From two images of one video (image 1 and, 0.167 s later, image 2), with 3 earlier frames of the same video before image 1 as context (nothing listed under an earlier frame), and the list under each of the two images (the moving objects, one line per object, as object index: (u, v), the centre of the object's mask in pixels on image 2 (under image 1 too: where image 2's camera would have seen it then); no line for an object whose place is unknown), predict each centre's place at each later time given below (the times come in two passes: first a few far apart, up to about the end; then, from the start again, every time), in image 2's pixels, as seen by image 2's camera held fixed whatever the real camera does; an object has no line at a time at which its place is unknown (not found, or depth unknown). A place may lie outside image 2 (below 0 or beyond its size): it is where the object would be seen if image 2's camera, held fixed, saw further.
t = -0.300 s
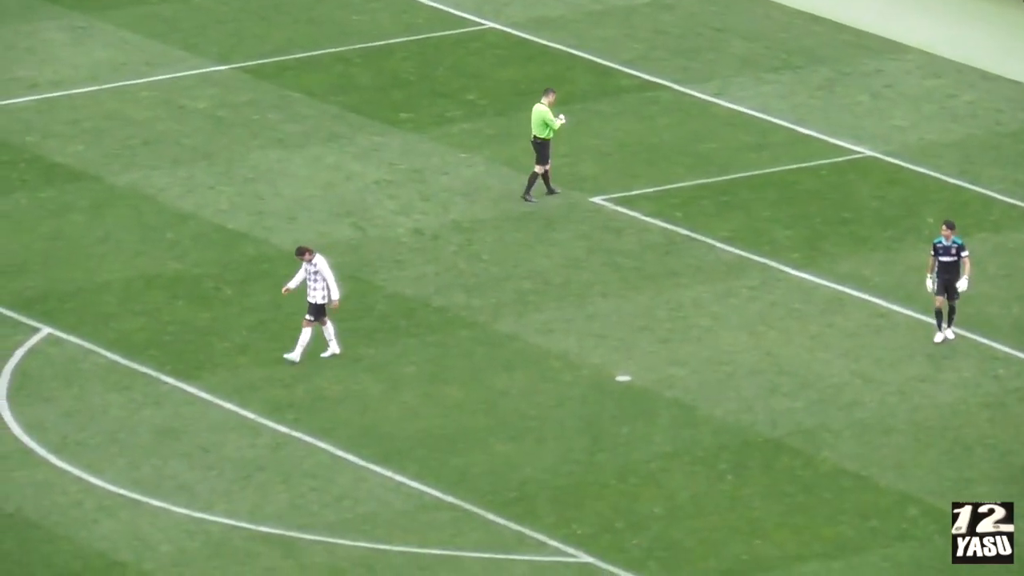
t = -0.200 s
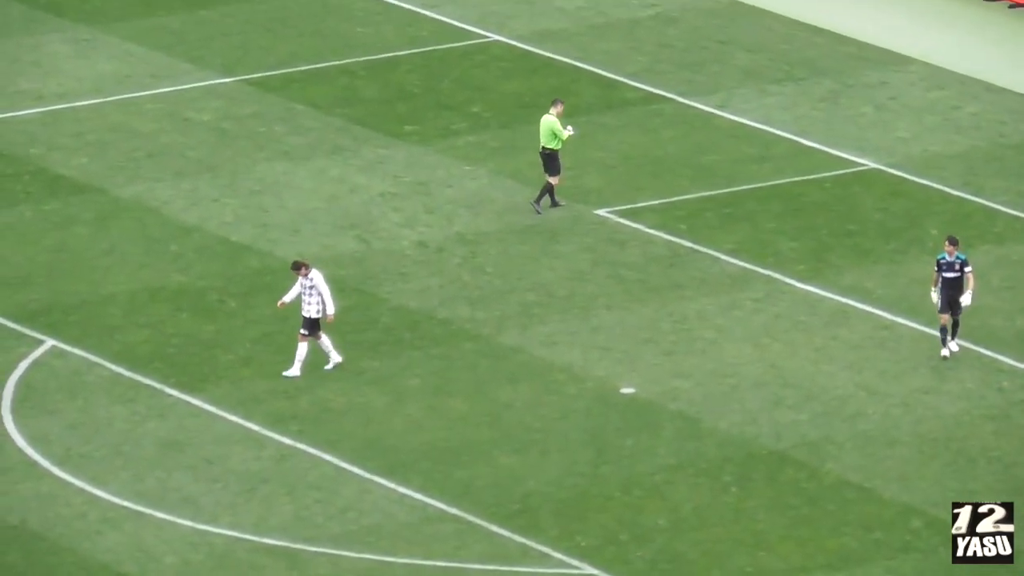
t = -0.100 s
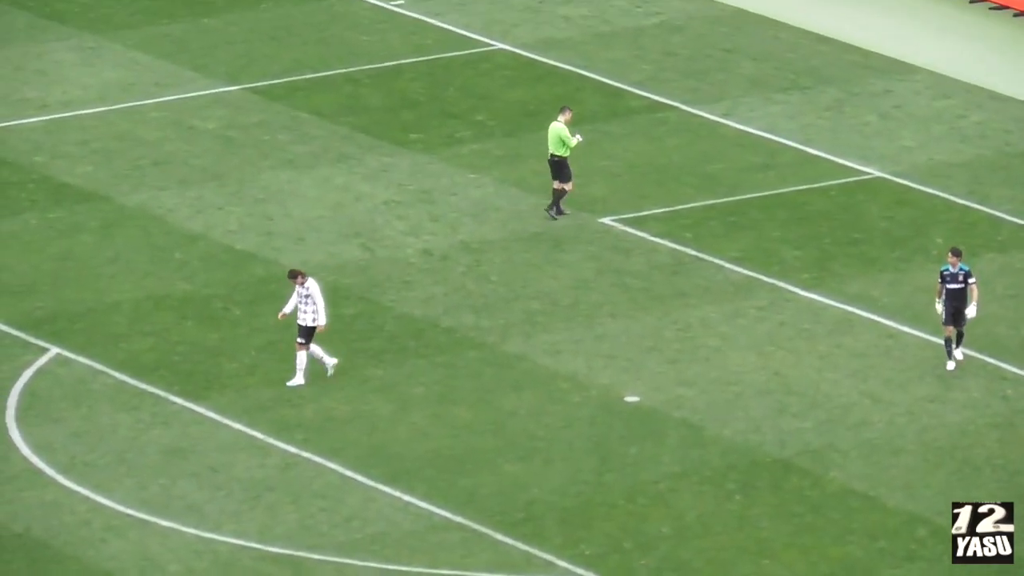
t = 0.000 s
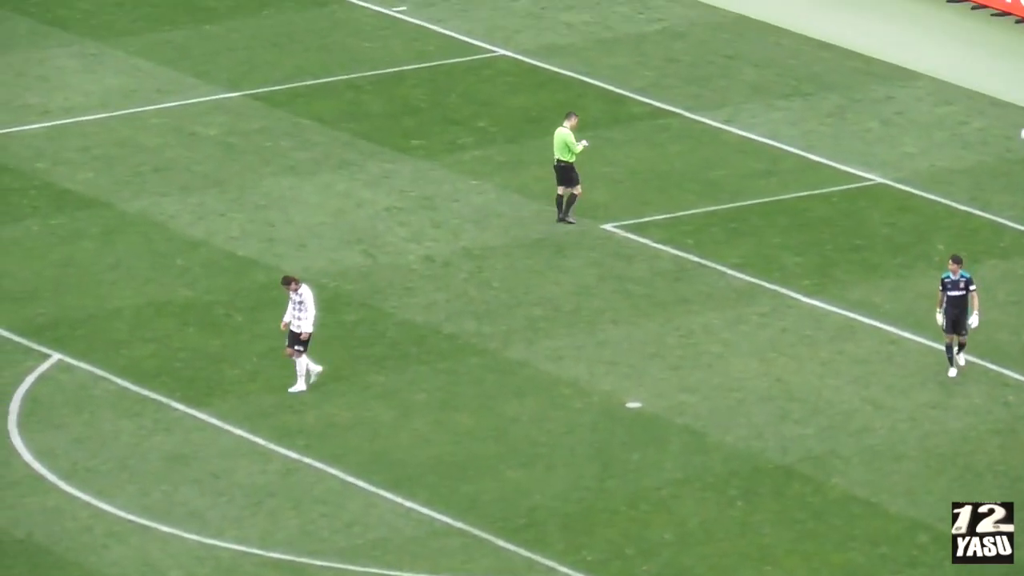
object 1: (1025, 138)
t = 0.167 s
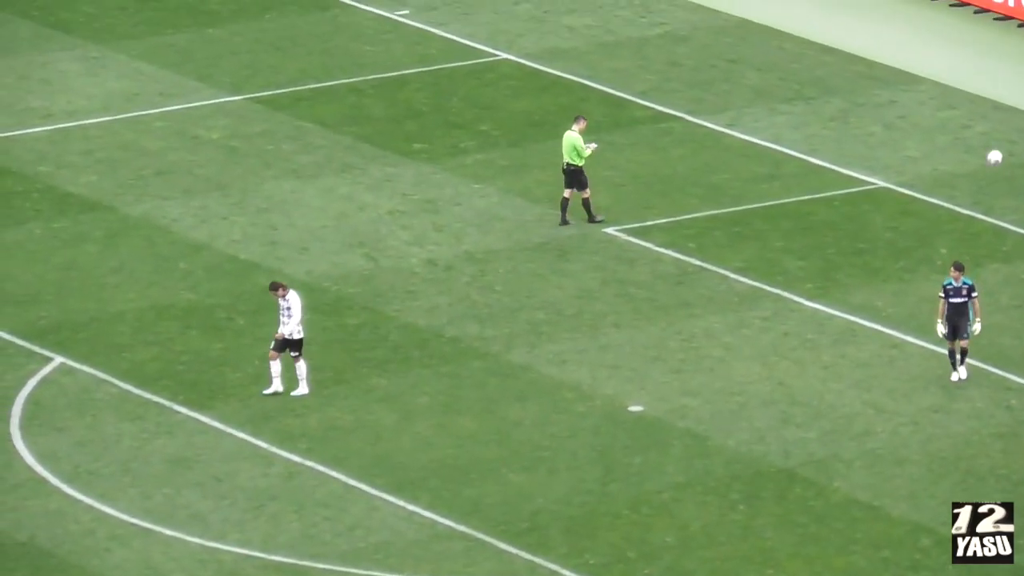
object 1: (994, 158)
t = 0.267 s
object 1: (973, 176)
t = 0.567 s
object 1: (913, 175)
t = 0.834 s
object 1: (861, 186)
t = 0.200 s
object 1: (988, 164)
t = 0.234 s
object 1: (980, 170)
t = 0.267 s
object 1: (973, 176)
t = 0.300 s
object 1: (967, 182)
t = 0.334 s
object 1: (961, 179)
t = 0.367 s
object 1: (953, 176)
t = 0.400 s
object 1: (946, 174)
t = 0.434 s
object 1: (939, 173)
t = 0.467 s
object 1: (932, 172)
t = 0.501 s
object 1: (925, 173)
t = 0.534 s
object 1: (919, 174)
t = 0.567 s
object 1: (913, 175)
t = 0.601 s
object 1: (906, 177)
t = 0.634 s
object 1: (899, 180)
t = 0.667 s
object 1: (893, 184)
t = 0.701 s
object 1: (886, 189)
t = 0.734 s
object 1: (880, 189)
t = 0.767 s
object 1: (874, 187)
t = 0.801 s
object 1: (867, 187)
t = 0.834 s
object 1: (861, 186)
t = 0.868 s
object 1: (855, 187)
